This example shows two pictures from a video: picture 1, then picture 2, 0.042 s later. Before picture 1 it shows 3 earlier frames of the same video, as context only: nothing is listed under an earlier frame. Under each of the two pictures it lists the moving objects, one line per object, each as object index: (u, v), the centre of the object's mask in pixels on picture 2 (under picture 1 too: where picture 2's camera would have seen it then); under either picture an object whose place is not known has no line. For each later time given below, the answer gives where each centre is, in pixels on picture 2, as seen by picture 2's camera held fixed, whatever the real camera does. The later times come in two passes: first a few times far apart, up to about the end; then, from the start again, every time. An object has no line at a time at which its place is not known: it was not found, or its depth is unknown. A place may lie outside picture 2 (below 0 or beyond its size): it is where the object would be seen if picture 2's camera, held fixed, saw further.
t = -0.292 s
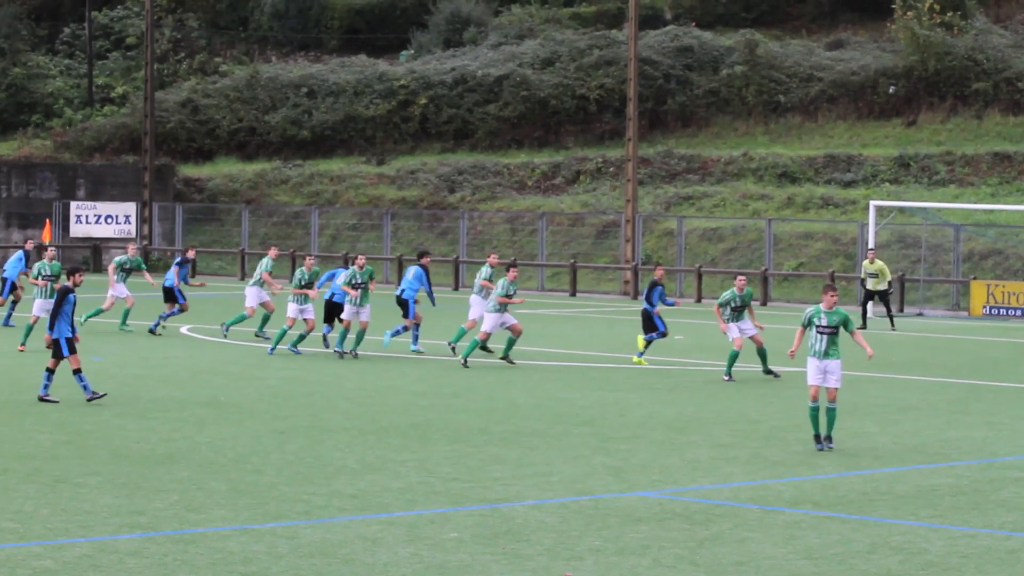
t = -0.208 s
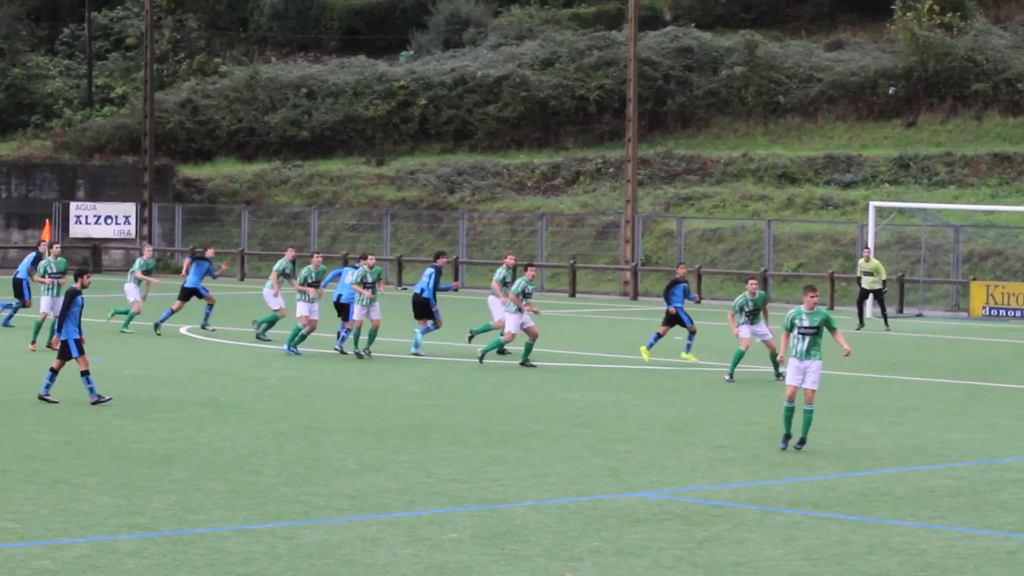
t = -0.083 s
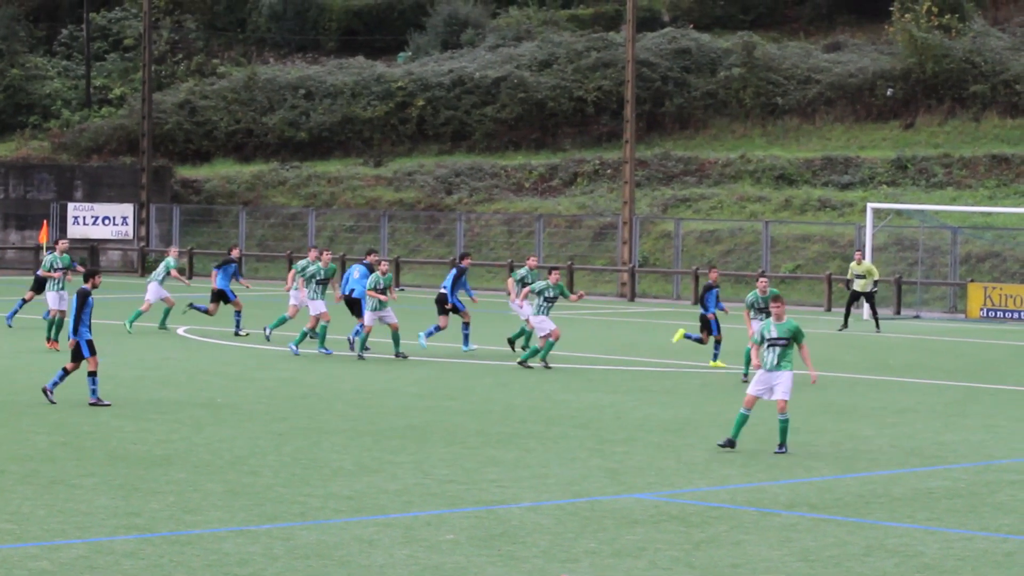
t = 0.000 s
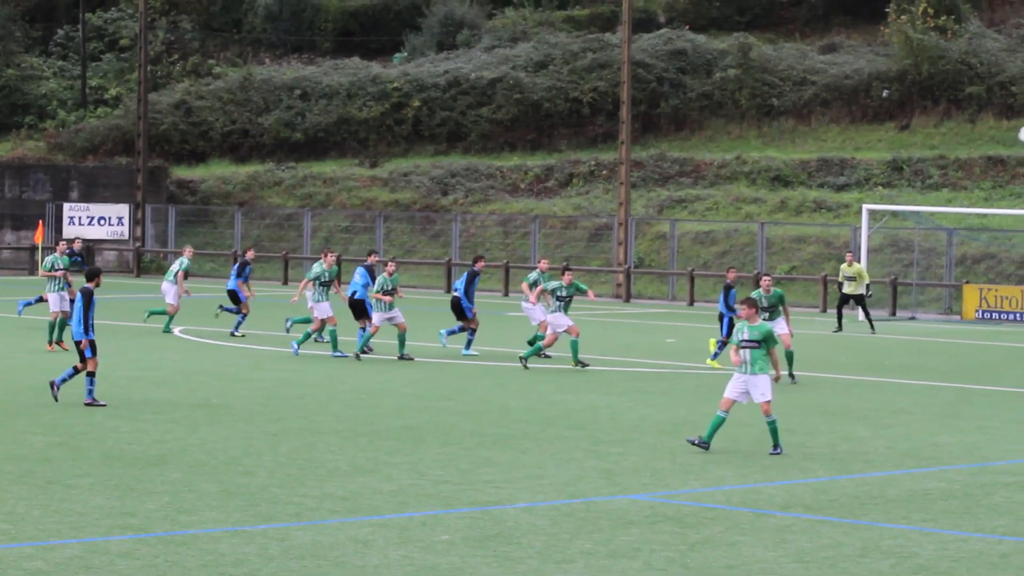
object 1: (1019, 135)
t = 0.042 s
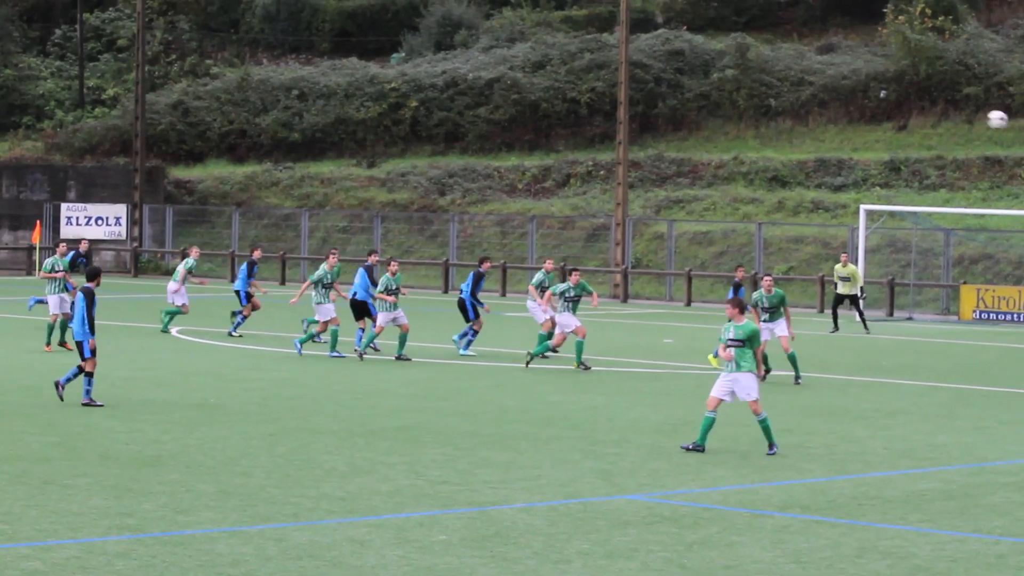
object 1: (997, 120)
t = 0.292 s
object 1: (853, 59)
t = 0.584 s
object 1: (746, 45)
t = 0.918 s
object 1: (677, 83)
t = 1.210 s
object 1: (643, 152)
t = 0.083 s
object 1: (969, 106)
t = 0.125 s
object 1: (942, 93)
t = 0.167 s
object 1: (917, 82)
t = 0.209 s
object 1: (894, 73)
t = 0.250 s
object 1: (873, 65)
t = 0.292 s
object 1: (853, 59)
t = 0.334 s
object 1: (834, 53)
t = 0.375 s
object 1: (817, 49)
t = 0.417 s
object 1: (801, 46)
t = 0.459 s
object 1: (785, 44)
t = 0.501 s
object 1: (771, 43)
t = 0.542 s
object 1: (758, 44)
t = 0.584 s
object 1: (746, 45)
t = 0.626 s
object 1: (735, 47)
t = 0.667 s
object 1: (725, 49)
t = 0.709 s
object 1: (715, 53)
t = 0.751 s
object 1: (707, 58)
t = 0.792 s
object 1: (698, 63)
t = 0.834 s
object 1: (690, 69)
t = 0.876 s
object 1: (684, 76)
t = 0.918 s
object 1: (677, 83)
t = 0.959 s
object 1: (671, 91)
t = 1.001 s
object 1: (665, 99)
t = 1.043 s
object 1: (660, 109)
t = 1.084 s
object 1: (655, 119)
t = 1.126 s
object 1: (651, 130)
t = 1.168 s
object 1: (647, 140)
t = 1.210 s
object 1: (643, 152)
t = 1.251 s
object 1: (640, 164)
